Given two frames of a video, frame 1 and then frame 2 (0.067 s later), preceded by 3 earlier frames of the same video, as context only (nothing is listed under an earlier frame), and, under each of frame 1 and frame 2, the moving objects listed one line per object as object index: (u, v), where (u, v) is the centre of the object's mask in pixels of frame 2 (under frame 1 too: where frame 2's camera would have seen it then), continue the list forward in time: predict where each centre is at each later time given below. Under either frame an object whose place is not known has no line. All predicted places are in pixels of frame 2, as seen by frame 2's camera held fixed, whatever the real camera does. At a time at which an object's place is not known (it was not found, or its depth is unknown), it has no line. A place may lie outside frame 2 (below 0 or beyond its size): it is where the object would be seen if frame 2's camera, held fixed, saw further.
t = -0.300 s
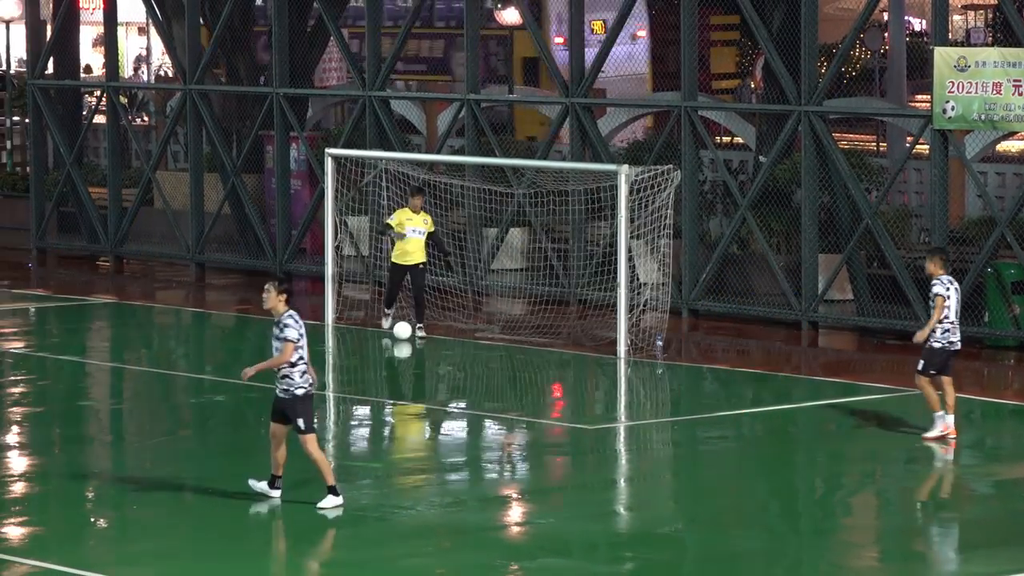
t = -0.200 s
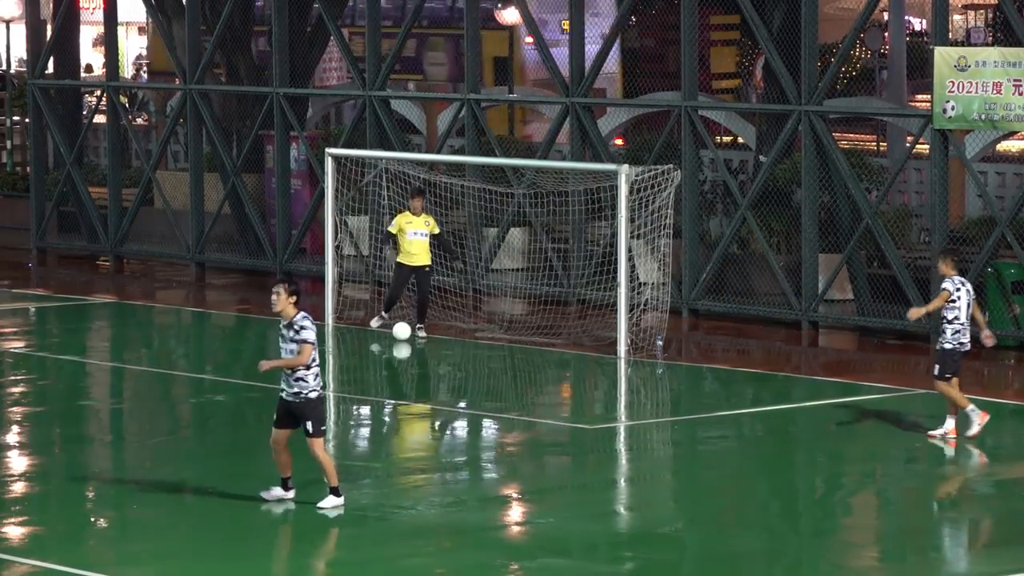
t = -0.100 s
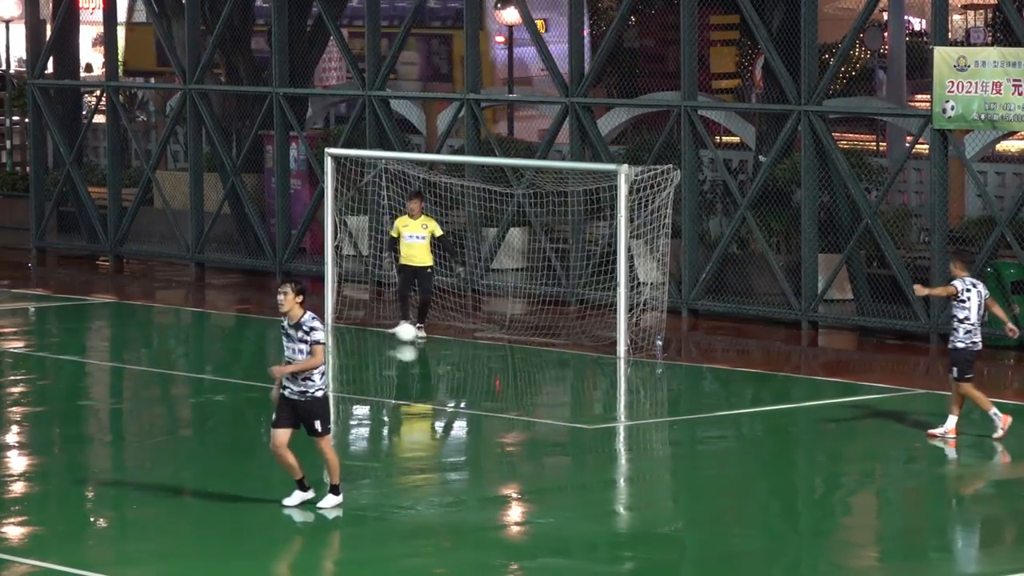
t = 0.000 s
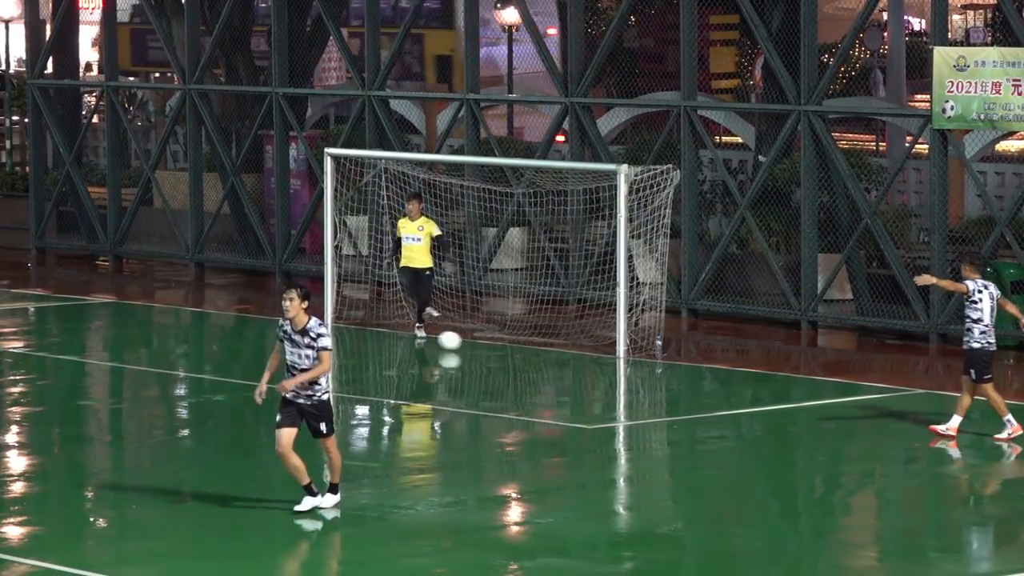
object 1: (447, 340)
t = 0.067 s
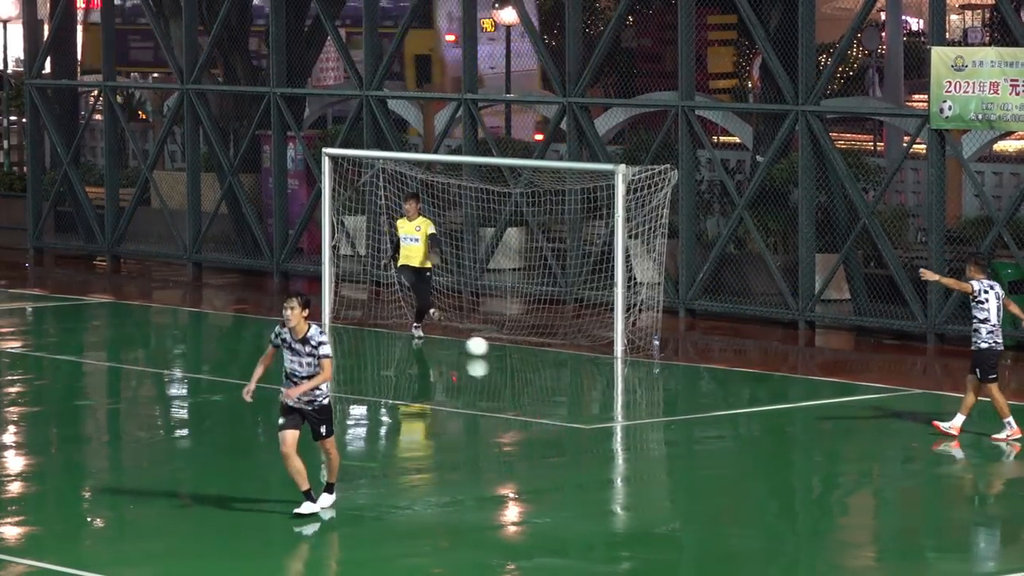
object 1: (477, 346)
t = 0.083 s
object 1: (484, 347)
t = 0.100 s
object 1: (491, 349)
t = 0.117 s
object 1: (498, 350)
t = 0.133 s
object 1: (506, 352)
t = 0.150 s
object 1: (513, 353)
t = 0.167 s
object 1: (520, 355)
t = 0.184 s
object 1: (527, 356)
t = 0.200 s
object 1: (535, 357)
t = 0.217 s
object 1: (542, 358)
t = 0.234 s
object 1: (549, 359)
